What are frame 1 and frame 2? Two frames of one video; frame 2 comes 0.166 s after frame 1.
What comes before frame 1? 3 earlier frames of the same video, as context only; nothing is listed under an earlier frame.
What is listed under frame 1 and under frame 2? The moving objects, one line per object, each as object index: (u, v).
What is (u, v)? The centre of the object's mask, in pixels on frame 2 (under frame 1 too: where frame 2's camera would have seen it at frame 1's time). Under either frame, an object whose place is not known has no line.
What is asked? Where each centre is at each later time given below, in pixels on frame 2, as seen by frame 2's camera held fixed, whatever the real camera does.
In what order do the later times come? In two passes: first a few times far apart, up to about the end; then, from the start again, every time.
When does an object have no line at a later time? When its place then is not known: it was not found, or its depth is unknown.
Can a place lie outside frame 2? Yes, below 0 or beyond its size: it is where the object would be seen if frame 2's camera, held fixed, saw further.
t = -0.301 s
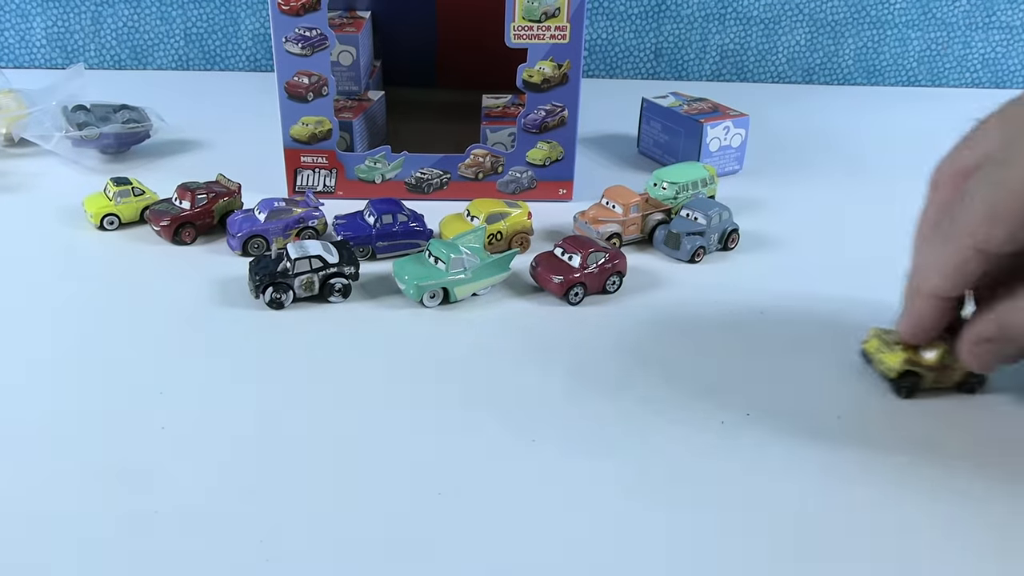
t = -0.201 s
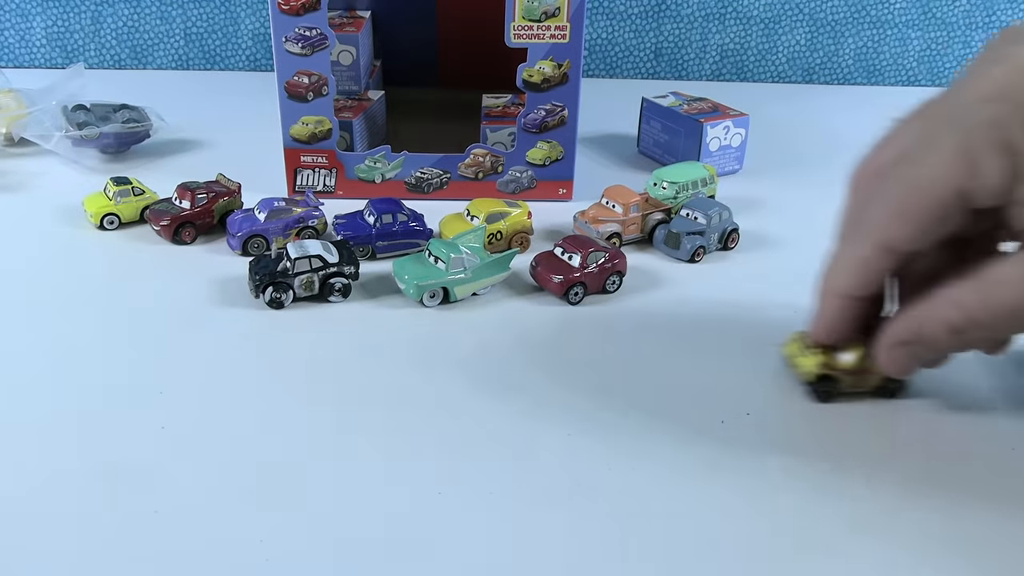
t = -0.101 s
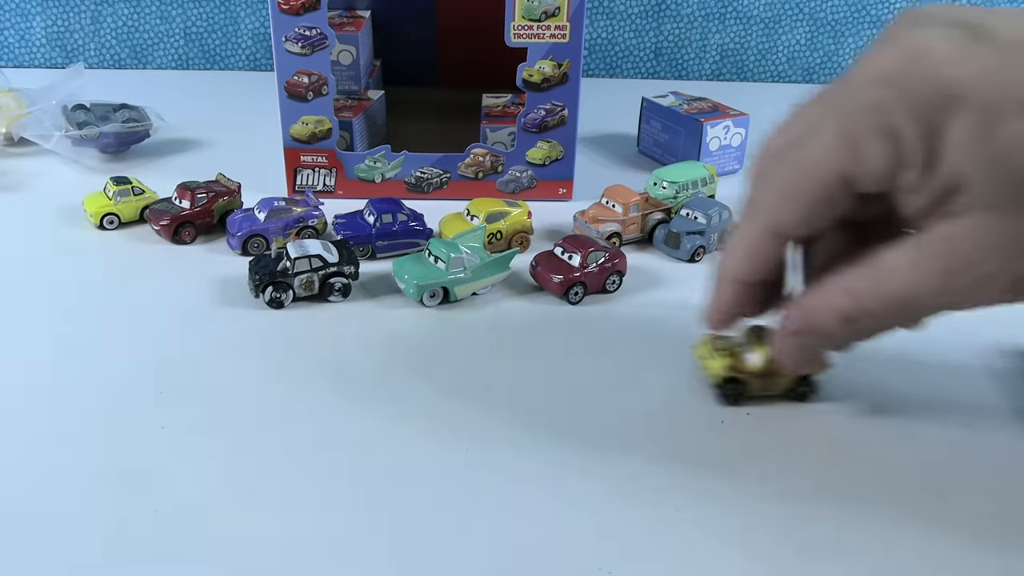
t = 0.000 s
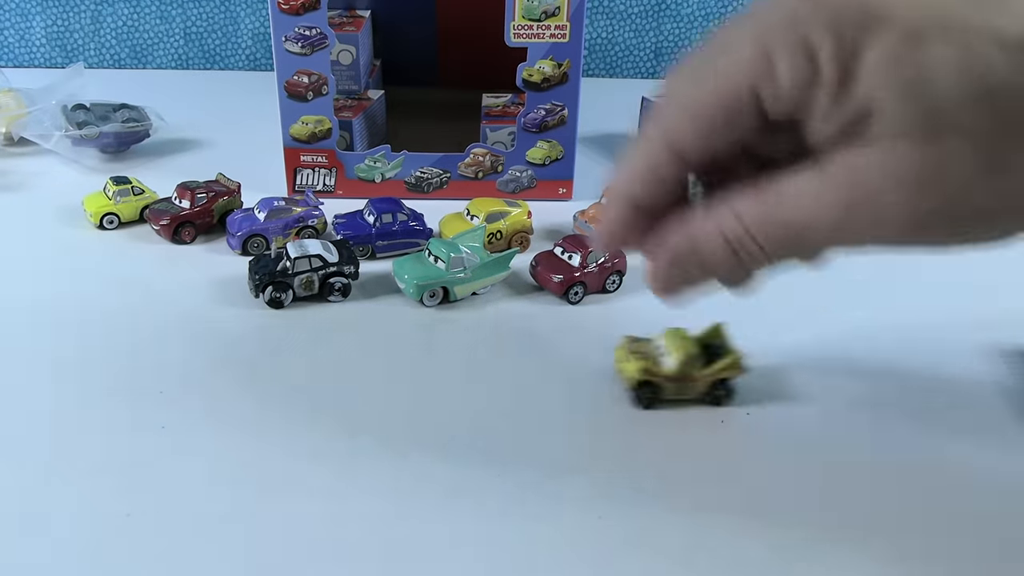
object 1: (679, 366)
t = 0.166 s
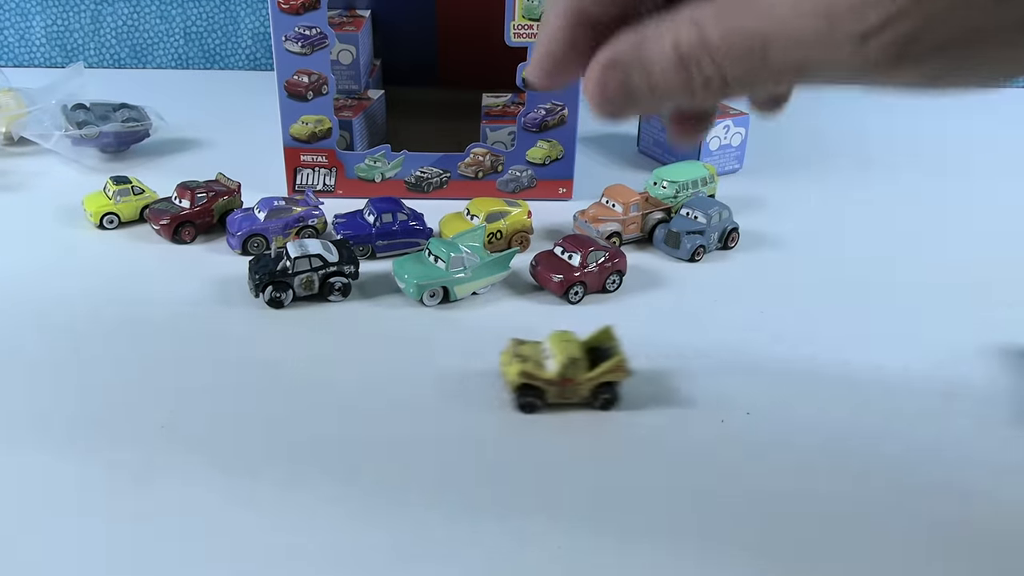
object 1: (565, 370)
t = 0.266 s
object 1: (512, 372)
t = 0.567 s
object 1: (424, 374)
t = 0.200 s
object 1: (546, 371)
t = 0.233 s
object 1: (528, 372)
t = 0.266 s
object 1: (512, 372)
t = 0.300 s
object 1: (497, 372)
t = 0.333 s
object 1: (483, 373)
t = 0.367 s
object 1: (471, 373)
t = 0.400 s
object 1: (460, 373)
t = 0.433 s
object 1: (450, 374)
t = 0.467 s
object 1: (442, 374)
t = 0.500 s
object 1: (435, 374)
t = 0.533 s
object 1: (429, 374)
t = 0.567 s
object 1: (424, 374)
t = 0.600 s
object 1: (421, 375)
